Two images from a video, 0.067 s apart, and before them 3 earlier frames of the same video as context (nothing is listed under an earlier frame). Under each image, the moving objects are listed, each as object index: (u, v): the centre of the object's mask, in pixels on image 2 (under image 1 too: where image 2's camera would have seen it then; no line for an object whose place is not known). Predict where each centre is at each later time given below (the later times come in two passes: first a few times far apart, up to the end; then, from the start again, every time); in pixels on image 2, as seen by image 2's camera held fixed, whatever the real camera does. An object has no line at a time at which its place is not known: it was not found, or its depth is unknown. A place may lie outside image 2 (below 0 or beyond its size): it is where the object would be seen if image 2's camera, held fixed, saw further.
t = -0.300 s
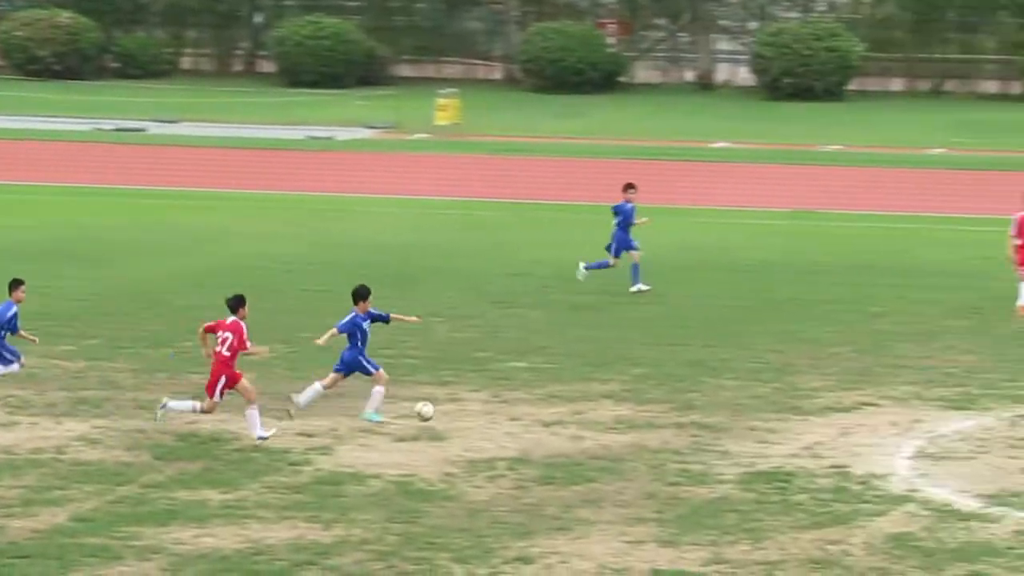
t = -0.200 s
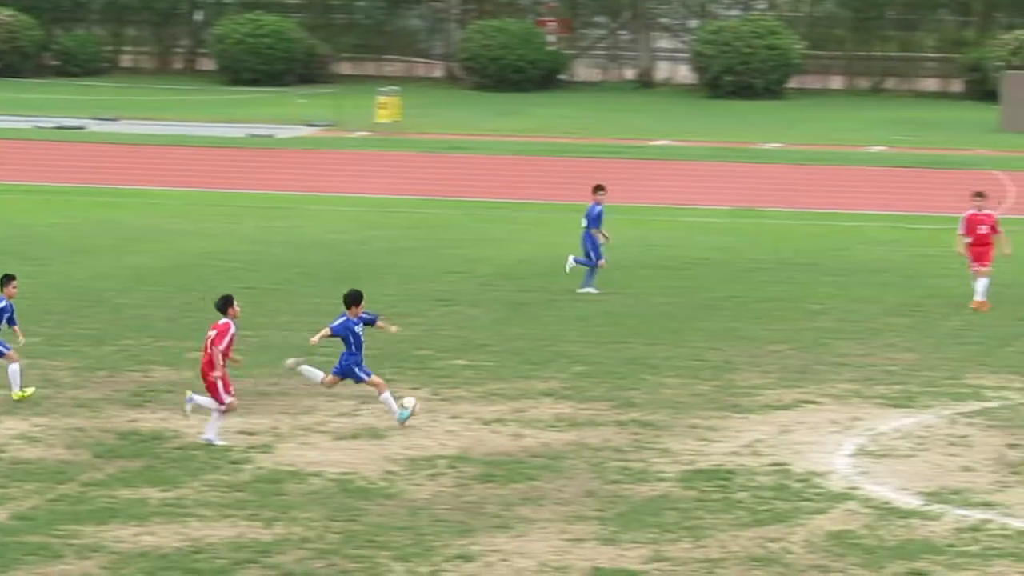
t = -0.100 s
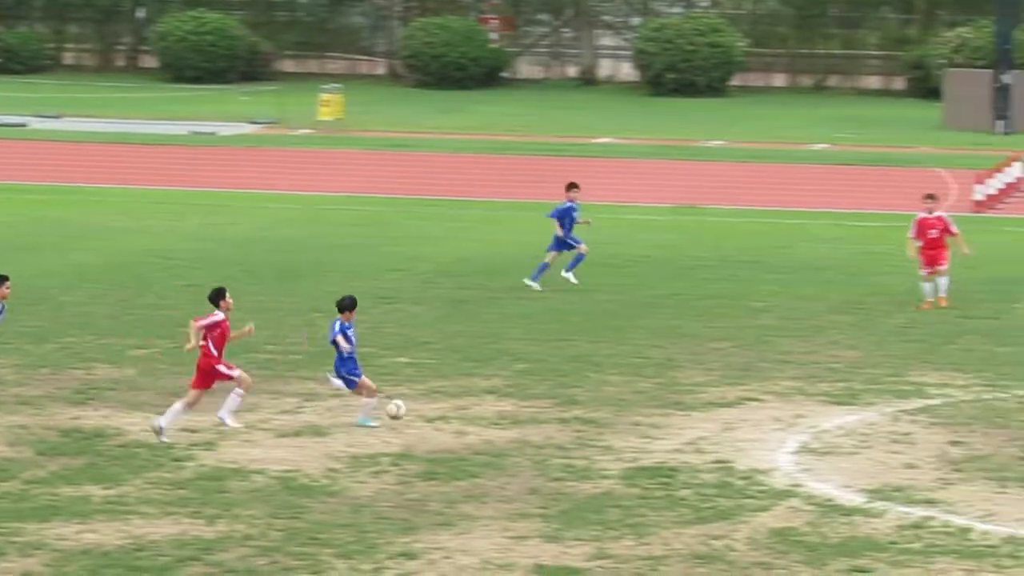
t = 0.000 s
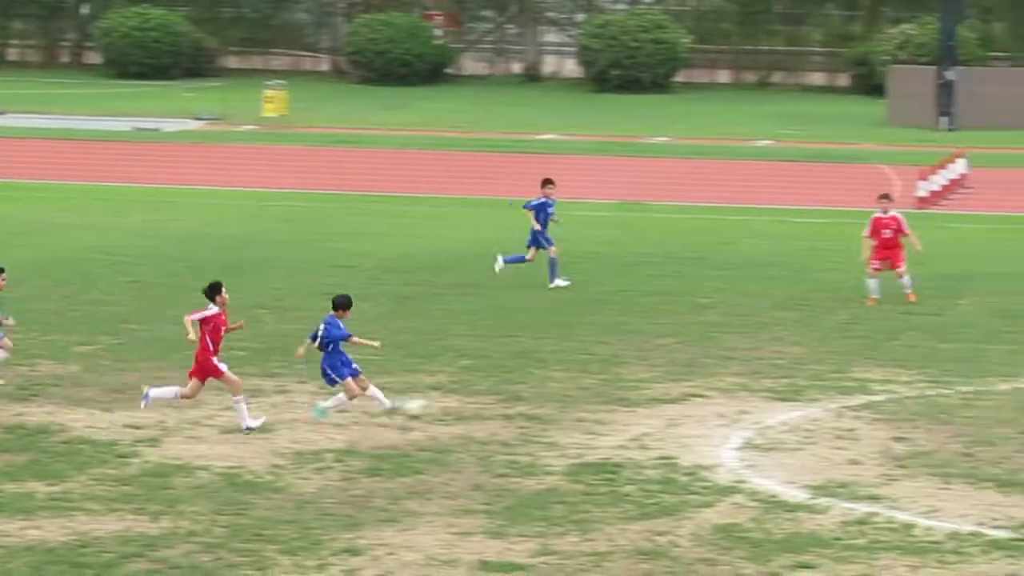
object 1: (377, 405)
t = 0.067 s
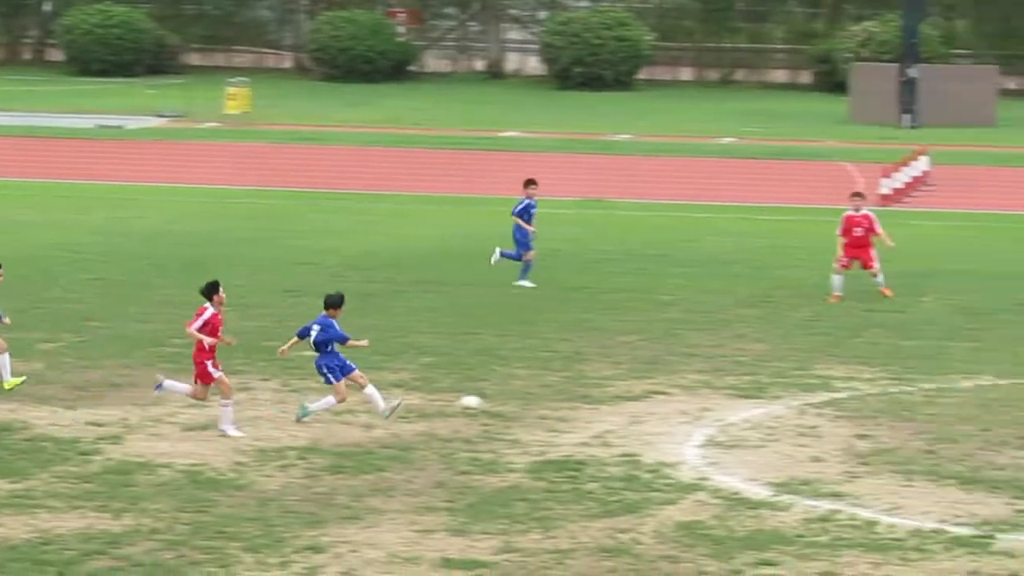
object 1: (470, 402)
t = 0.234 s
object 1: (700, 426)
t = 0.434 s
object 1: (979, 486)
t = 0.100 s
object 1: (516, 404)
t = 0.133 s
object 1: (561, 407)
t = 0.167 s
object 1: (609, 410)
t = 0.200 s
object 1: (654, 418)
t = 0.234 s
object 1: (700, 426)
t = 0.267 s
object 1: (748, 432)
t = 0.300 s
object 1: (793, 444)
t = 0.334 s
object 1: (841, 455)
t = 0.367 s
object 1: (887, 466)
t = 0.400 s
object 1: (935, 483)
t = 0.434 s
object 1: (979, 486)
